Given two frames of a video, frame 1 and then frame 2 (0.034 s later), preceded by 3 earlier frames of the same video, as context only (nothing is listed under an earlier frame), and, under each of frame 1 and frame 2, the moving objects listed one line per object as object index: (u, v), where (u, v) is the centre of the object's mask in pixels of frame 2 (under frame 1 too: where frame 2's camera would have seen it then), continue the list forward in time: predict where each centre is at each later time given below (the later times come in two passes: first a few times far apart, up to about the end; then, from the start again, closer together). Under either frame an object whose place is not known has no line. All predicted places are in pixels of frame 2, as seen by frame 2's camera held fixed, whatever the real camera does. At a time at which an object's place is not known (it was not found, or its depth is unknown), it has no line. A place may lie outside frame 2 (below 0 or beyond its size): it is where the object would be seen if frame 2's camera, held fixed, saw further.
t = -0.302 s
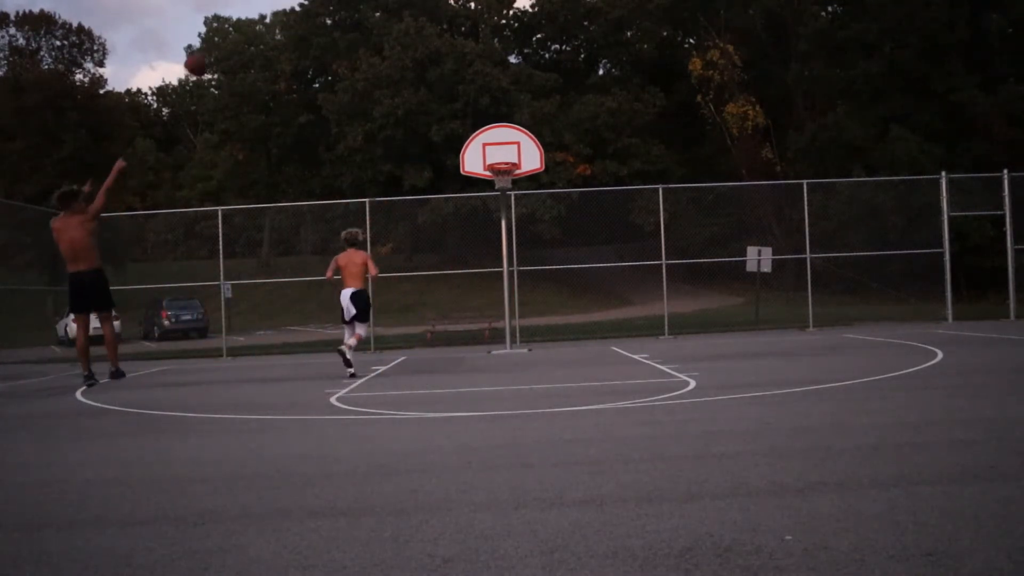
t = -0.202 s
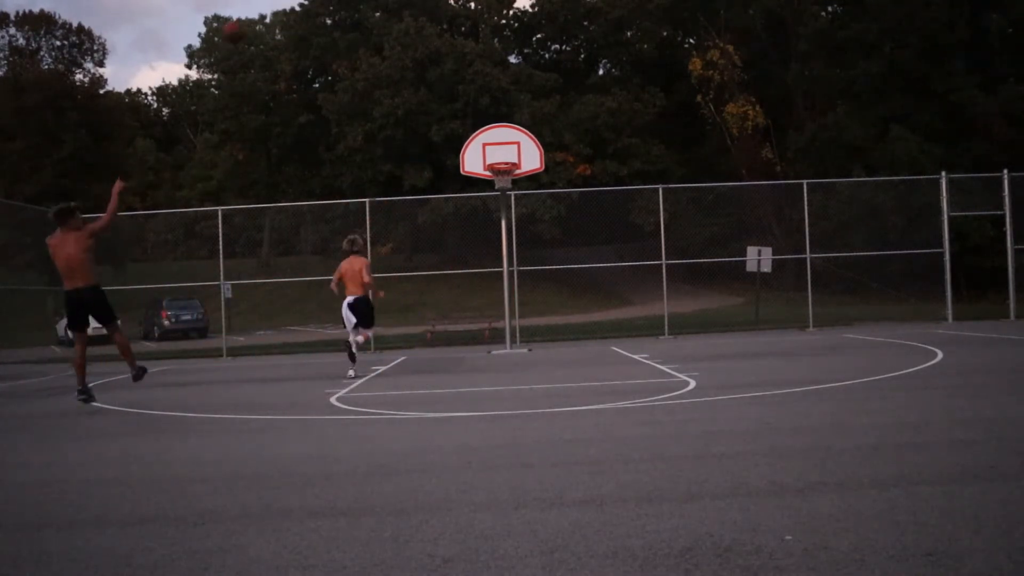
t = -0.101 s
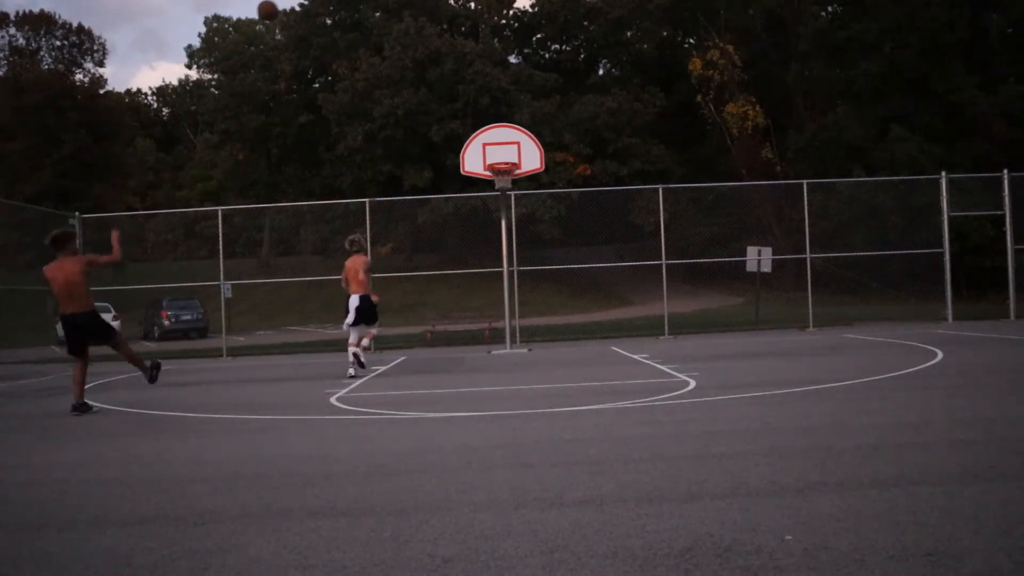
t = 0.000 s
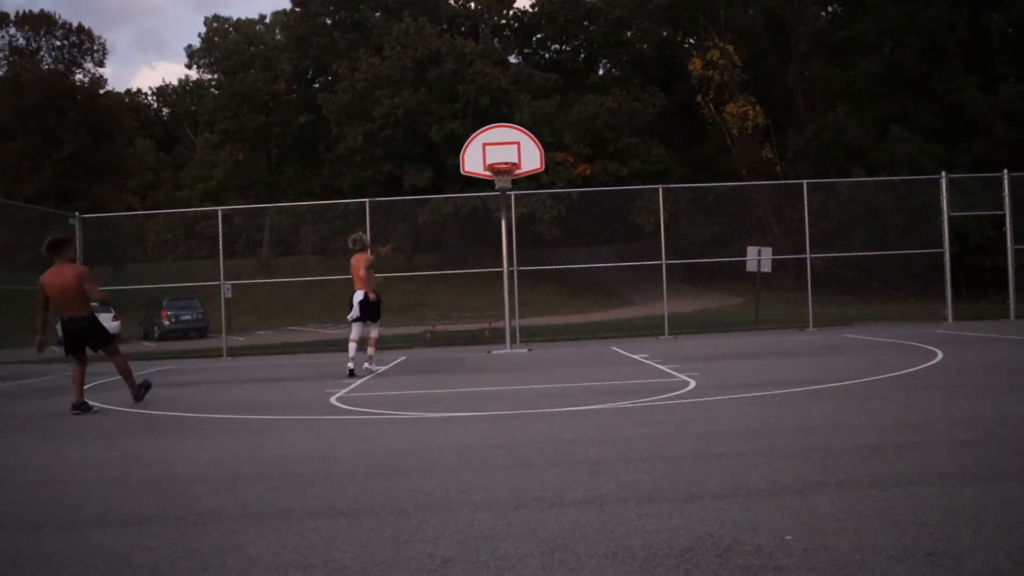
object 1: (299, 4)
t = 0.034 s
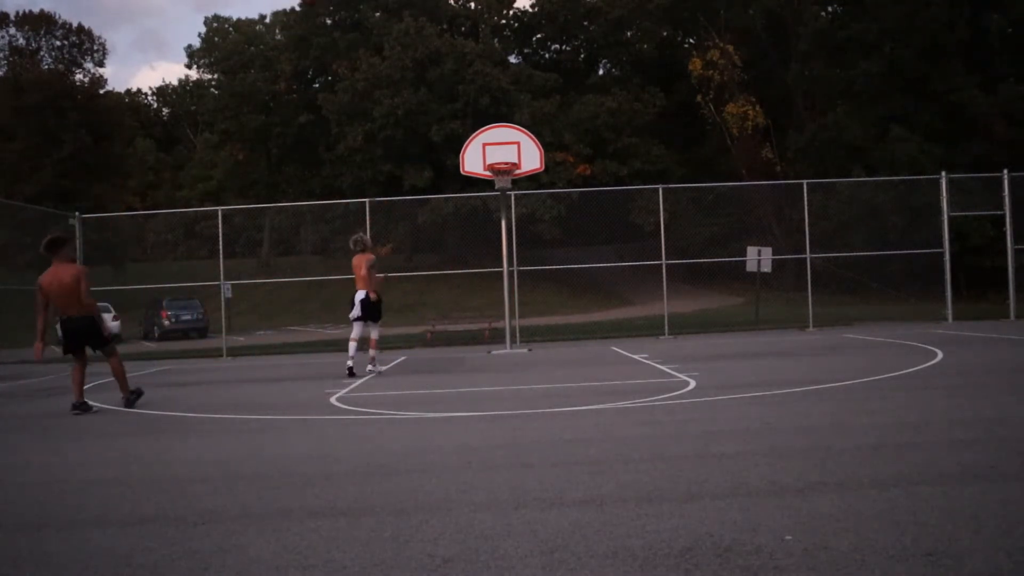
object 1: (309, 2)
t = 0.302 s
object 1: (382, 7)
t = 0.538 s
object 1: (434, 56)
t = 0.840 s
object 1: (496, 158)
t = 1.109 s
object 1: (476, 103)
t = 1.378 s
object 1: (453, 91)
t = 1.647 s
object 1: (430, 140)
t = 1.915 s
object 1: (404, 282)
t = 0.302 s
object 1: (382, 7)
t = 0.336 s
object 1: (389, 12)
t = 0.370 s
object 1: (399, 18)
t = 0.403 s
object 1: (405, 24)
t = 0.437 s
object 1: (412, 30)
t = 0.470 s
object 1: (419, 39)
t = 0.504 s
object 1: (427, 45)
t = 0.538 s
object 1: (434, 56)
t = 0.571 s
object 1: (442, 65)
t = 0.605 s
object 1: (450, 75)
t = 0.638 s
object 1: (456, 86)
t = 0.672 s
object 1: (463, 96)
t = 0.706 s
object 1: (470, 108)
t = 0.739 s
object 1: (477, 120)
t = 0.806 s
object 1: (490, 147)
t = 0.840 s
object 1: (496, 158)
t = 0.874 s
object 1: (493, 150)
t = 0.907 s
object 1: (491, 141)
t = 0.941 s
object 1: (489, 133)
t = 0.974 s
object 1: (486, 126)
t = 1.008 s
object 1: (483, 119)
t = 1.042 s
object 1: (480, 112)
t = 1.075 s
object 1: (478, 107)
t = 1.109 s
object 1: (476, 103)
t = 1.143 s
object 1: (473, 98)
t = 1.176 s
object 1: (470, 94)
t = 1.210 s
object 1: (467, 92)
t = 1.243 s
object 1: (465, 91)
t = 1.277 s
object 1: (463, 89)
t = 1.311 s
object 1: (459, 89)
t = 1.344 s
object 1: (456, 89)
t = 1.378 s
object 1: (453, 91)
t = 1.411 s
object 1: (451, 93)
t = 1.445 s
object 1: (448, 95)
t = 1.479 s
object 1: (445, 101)
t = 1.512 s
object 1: (441, 106)
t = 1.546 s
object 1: (439, 112)
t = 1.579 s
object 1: (436, 120)
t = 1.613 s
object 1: (432, 129)
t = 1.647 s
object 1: (430, 140)
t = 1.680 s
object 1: (426, 153)
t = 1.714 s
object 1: (423, 164)
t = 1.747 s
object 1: (420, 179)
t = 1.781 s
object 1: (417, 195)
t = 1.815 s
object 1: (413, 214)
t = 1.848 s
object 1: (409, 233)
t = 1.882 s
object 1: (406, 256)
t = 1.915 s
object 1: (404, 282)
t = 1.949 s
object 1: (400, 307)
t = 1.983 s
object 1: (397, 336)
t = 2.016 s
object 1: (394, 368)
